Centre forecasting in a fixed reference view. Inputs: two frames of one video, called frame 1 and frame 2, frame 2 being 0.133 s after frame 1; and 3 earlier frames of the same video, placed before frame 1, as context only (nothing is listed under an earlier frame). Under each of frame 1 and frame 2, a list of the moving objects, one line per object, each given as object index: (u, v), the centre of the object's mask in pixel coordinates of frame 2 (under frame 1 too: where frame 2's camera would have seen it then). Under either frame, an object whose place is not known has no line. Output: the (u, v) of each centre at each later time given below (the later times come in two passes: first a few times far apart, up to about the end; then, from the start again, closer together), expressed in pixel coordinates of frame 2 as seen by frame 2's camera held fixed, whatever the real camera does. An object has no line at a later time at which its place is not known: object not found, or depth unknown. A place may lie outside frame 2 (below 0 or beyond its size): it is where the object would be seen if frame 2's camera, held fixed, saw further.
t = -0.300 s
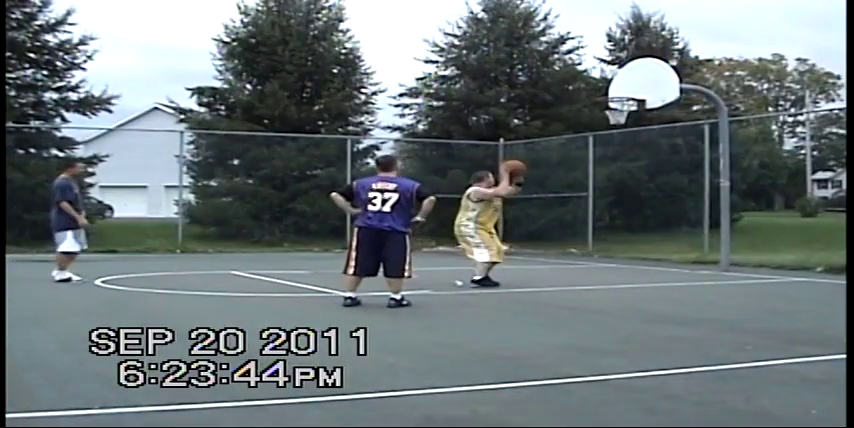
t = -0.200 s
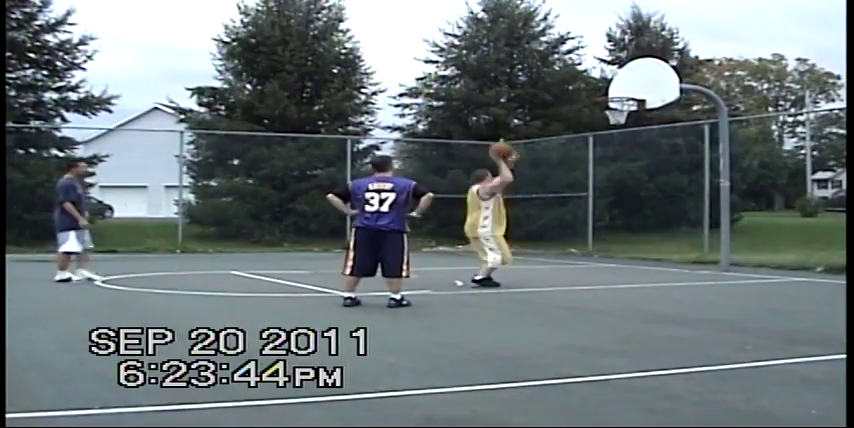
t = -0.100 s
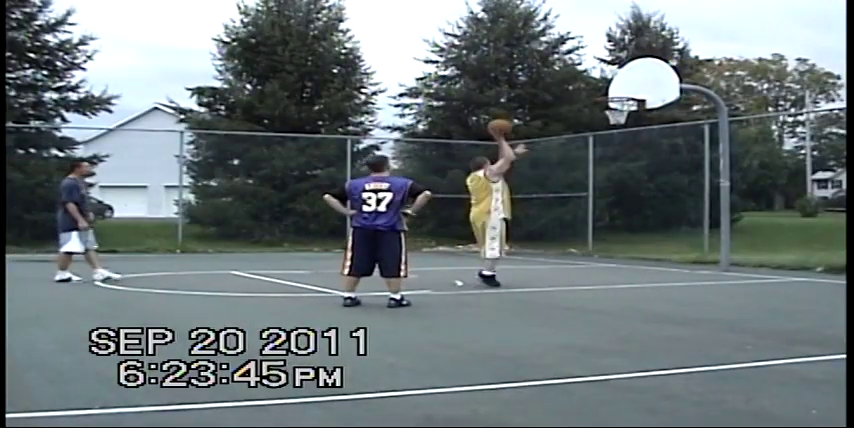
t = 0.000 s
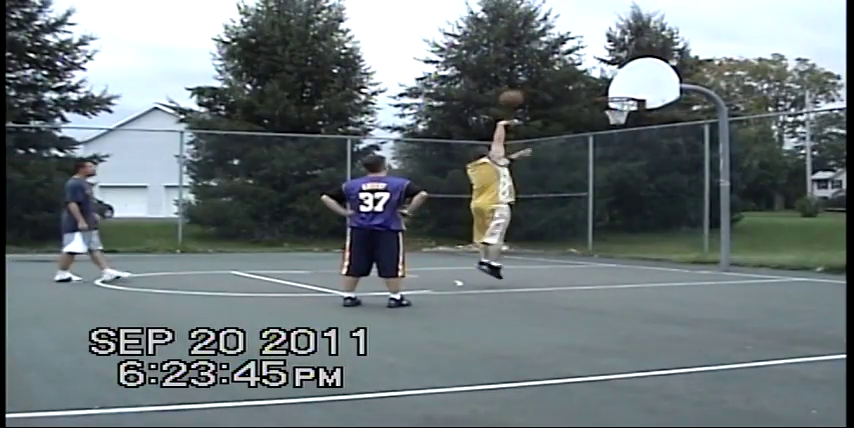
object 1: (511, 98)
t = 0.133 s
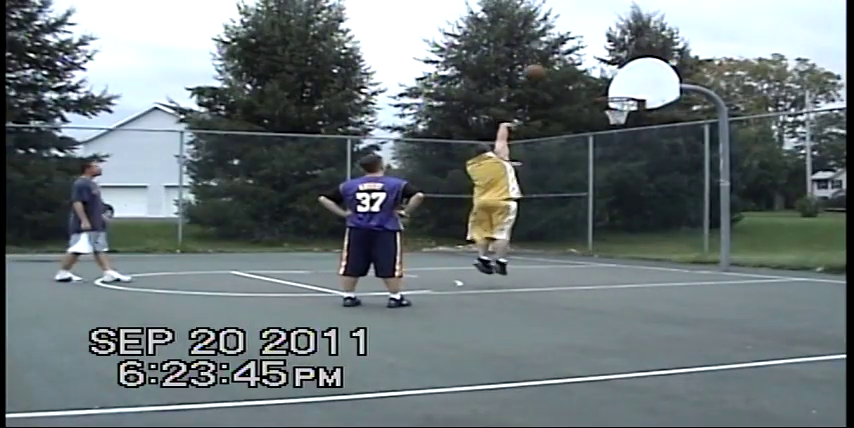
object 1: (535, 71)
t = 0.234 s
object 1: (551, 60)
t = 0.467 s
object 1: (582, 59)
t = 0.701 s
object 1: (611, 87)
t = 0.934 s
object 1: (621, 84)
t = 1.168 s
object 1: (628, 98)
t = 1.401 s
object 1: (636, 147)
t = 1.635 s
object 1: (644, 242)
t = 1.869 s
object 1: (657, 227)
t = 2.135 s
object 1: (675, 165)
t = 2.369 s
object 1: (692, 155)
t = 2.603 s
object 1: (711, 193)
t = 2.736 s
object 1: (724, 238)
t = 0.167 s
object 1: (539, 67)
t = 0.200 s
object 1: (544, 62)
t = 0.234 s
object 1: (551, 60)
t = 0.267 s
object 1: (553, 58)
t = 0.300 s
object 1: (559, 57)
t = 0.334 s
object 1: (564, 57)
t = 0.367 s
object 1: (569, 56)
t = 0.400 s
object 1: (573, 57)
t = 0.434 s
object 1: (577, 58)
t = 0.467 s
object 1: (582, 59)
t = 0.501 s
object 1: (586, 62)
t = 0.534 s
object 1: (590, 64)
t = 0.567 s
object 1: (595, 68)
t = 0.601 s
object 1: (599, 73)
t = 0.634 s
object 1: (603, 76)
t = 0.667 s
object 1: (607, 81)
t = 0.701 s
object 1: (611, 87)
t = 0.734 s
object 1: (615, 94)
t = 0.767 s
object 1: (616, 94)
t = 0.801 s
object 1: (617, 91)
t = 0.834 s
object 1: (618, 88)
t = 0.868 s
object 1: (619, 86)
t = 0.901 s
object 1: (620, 85)
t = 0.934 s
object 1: (621, 84)
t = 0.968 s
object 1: (622, 84)
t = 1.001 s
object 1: (623, 85)
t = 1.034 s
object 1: (624, 86)
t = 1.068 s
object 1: (625, 88)
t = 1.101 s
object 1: (626, 90)
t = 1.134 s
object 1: (627, 94)
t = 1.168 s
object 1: (628, 98)
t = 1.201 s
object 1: (630, 102)
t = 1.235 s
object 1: (632, 107)
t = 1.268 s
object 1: (633, 113)
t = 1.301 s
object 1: (633, 121)
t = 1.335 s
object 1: (634, 128)
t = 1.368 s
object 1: (635, 136)
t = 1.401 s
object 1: (636, 147)
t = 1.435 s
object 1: (637, 158)
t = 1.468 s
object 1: (640, 170)
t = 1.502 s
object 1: (640, 182)
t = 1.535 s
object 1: (641, 195)
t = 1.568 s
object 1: (642, 209)
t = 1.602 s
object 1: (643, 225)
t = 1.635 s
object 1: (644, 242)
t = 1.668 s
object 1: (645, 260)
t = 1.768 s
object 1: (651, 262)
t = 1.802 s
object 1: (653, 250)
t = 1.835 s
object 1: (655, 238)
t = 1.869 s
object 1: (657, 227)
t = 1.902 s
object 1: (660, 216)
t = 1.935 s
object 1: (662, 206)
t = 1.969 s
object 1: (664, 197)
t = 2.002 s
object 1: (666, 189)
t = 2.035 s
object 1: (669, 182)
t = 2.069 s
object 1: (671, 175)
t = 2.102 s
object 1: (673, 169)
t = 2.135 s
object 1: (675, 165)
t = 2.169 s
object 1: (677, 161)
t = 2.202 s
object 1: (680, 158)
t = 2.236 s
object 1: (683, 156)
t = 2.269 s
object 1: (685, 154)
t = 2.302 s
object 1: (688, 154)
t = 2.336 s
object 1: (689, 154)
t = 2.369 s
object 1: (692, 155)
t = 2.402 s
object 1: (694, 157)
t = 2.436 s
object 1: (697, 160)
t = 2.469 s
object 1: (700, 165)
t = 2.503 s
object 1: (704, 170)
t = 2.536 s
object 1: (705, 177)
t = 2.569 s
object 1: (708, 184)
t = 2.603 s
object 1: (711, 193)
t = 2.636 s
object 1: (714, 202)
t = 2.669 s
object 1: (718, 213)
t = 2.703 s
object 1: (721, 225)
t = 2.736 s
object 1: (724, 238)
